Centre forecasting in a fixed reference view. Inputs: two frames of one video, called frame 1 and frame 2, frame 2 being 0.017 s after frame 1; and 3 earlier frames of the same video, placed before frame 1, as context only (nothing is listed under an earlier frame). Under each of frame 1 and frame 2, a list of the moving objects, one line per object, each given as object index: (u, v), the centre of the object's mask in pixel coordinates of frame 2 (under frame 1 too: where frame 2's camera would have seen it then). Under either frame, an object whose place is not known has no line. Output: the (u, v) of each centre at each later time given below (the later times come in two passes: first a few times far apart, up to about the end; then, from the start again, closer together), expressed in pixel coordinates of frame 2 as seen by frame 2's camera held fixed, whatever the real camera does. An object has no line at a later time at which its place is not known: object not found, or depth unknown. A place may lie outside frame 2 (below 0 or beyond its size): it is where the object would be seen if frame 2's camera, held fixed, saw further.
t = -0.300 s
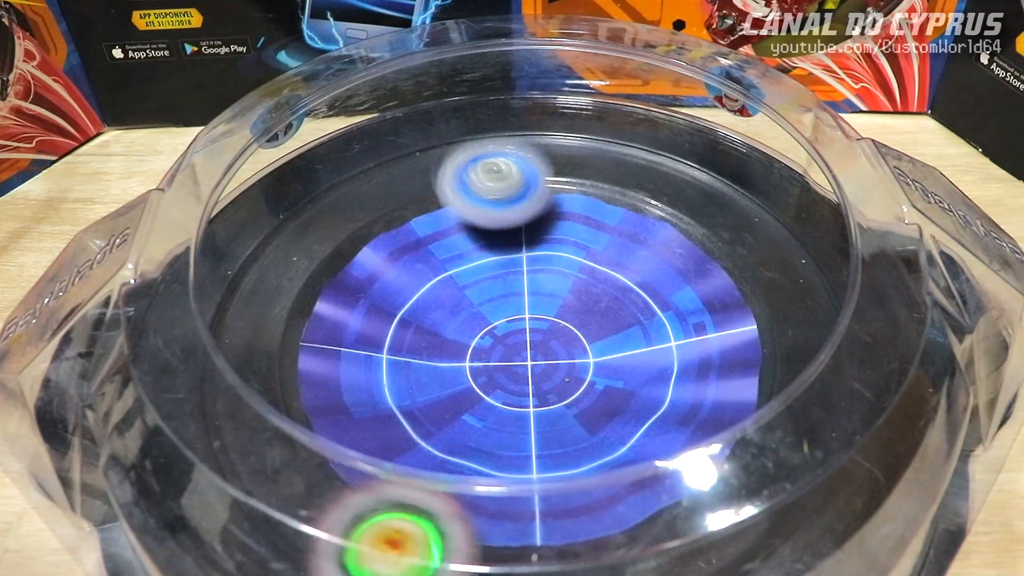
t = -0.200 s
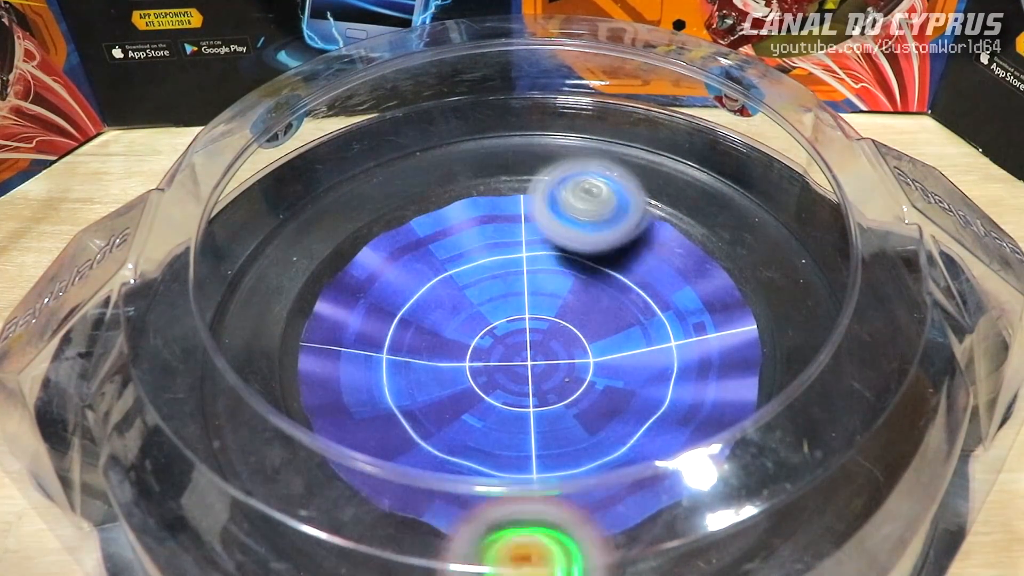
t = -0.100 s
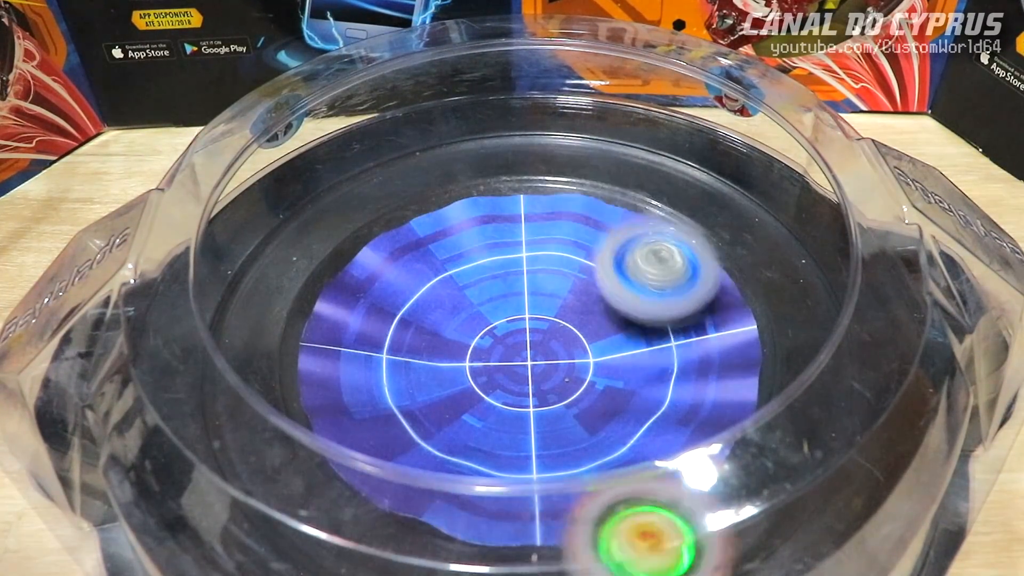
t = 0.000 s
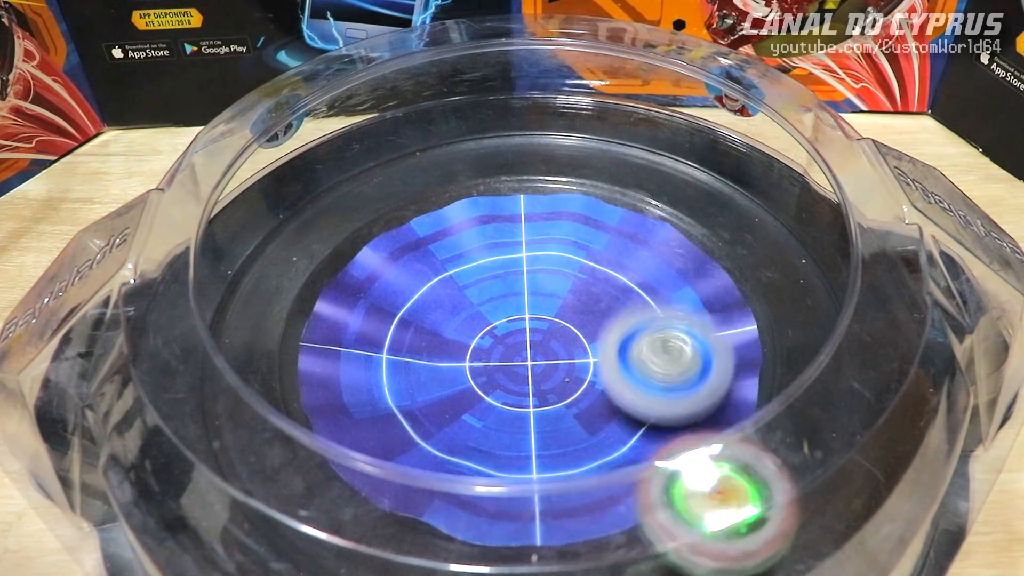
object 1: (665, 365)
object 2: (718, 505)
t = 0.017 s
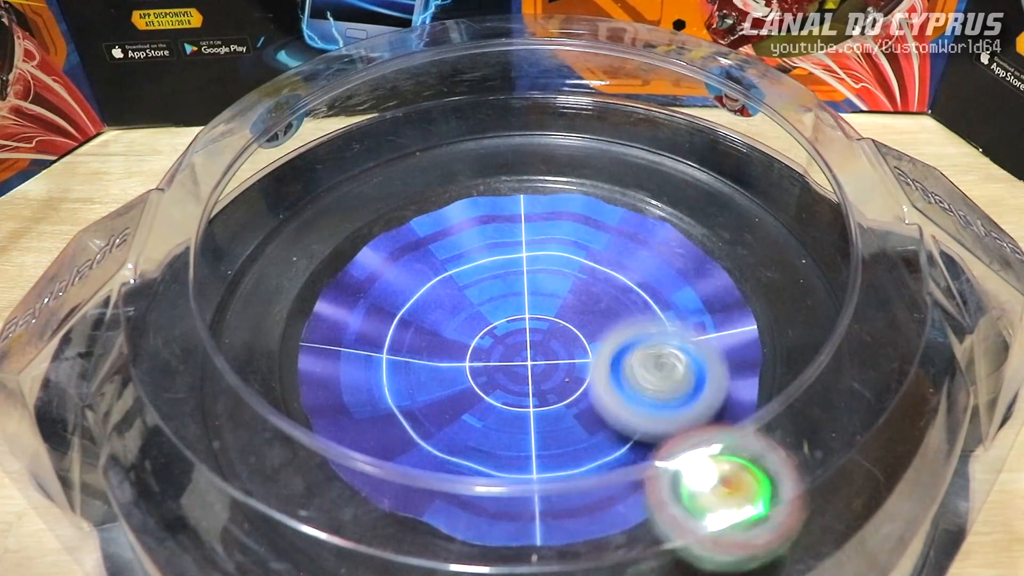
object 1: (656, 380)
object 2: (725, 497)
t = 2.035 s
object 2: (331, 208)
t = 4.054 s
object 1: (443, 335)
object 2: (515, 96)
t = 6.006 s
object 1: (460, 336)
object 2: (613, 105)
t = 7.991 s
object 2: (712, 139)
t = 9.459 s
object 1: (555, 378)
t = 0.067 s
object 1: (614, 419)
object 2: (744, 467)
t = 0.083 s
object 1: (604, 435)
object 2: (750, 454)
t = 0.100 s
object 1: (587, 445)
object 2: (759, 439)
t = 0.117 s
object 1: (567, 454)
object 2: (760, 431)
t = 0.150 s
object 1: (525, 467)
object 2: (762, 410)
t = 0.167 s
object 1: (503, 470)
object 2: (762, 397)
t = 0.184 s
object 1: (482, 471)
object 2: (762, 386)
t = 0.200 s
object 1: (459, 471)
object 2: (759, 375)
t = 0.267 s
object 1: (379, 454)
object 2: (738, 319)
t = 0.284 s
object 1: (360, 447)
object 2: (730, 304)
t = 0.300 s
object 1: (344, 437)
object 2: (720, 289)
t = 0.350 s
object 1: (306, 405)
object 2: (680, 244)
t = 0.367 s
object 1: (297, 392)
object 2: (665, 229)
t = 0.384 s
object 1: (290, 379)
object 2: (647, 216)
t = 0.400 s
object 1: (284, 367)
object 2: (629, 204)
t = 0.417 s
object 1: (282, 353)
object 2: (609, 192)
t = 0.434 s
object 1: (283, 337)
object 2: (587, 183)
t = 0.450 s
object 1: (284, 325)
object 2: (565, 173)
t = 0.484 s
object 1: (289, 300)
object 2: (518, 158)
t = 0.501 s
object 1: (297, 287)
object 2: (496, 153)
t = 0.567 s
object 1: (335, 244)
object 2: (407, 148)
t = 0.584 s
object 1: (349, 235)
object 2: (385, 149)
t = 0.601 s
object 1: (359, 242)
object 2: (367, 138)
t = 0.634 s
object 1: (382, 265)
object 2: (348, 122)
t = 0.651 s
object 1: (396, 279)
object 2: (347, 123)
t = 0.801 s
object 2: (336, 161)
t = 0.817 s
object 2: (335, 166)
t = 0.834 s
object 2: (335, 171)
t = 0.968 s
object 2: (340, 224)
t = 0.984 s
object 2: (343, 236)
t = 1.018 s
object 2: (348, 261)
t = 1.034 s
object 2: (352, 275)
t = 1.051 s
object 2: (357, 290)
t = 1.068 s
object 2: (362, 306)
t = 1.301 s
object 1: (635, 380)
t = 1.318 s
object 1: (634, 373)
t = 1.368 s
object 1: (632, 353)
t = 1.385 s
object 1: (629, 346)
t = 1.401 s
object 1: (623, 338)
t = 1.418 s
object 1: (614, 330)
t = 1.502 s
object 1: (584, 291)
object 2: (680, 382)
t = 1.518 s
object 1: (577, 283)
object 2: (688, 371)
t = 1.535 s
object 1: (568, 275)
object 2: (694, 359)
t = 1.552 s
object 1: (561, 266)
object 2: (700, 347)
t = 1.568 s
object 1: (554, 260)
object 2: (703, 333)
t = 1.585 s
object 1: (546, 255)
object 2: (703, 319)
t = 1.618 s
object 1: (531, 248)
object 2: (697, 291)
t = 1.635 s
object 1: (525, 246)
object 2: (690, 276)
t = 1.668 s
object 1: (512, 245)
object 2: (671, 250)
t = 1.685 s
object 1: (507, 246)
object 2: (659, 238)
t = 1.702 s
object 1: (501, 248)
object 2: (644, 226)
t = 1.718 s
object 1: (498, 250)
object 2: (627, 217)
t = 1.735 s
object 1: (493, 254)
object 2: (611, 207)
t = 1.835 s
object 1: (476, 308)
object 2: (507, 164)
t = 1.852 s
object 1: (472, 319)
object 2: (492, 159)
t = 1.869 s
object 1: (473, 330)
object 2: (476, 157)
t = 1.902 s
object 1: (475, 351)
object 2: (446, 155)
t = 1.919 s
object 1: (478, 361)
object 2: (429, 156)
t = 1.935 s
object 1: (485, 369)
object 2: (413, 159)
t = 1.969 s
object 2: (383, 168)
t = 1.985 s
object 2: (368, 176)
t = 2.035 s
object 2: (331, 208)
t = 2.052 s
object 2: (320, 220)
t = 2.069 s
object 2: (308, 234)
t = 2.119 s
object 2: (280, 282)
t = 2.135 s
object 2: (275, 299)
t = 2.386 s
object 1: (558, 392)
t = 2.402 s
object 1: (555, 392)
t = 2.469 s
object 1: (552, 380)
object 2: (748, 393)
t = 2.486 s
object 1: (552, 376)
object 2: (764, 375)
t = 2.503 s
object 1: (550, 371)
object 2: (774, 347)
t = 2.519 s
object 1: (551, 366)
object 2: (778, 325)
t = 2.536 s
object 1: (552, 362)
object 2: (779, 302)
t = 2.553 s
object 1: (554, 357)
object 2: (778, 282)
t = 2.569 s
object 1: (555, 352)
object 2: (772, 260)
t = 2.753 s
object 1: (586, 307)
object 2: (646, 111)
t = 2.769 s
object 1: (590, 305)
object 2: (632, 105)
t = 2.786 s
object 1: (593, 302)
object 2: (615, 104)
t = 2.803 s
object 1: (596, 300)
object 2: (596, 103)
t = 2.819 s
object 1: (599, 299)
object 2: (577, 102)
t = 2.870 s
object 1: (607, 298)
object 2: (520, 99)
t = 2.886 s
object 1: (610, 298)
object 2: (503, 98)
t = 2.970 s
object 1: (614, 306)
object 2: (407, 115)
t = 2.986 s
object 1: (614, 309)
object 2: (389, 121)
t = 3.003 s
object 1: (613, 311)
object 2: (369, 128)
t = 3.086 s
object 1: (605, 324)
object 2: (280, 182)
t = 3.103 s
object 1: (604, 326)
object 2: (267, 197)
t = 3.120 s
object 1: (601, 327)
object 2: (254, 212)
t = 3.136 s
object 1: (598, 329)
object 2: (239, 227)
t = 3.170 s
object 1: (590, 331)
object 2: (214, 263)
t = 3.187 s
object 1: (586, 331)
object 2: (206, 283)
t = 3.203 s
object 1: (580, 331)
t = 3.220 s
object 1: (575, 330)
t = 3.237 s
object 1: (568, 327)
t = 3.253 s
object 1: (563, 327)
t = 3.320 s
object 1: (543, 313)
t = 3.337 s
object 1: (540, 310)
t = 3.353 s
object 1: (537, 306)
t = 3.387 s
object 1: (533, 298)
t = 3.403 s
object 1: (531, 295)
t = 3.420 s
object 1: (531, 289)
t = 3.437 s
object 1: (530, 286)
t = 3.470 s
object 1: (532, 280)
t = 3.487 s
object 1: (533, 277)
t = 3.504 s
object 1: (536, 274)
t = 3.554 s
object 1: (545, 265)
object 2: (692, 527)
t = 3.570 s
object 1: (548, 263)
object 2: (724, 517)
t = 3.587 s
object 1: (553, 262)
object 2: (752, 507)
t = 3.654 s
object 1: (572, 260)
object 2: (834, 433)
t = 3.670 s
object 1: (578, 262)
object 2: (846, 410)
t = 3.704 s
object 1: (587, 268)
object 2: (857, 363)
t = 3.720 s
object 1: (592, 273)
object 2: (859, 340)
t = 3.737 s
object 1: (593, 279)
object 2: (860, 316)
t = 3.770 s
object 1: (595, 292)
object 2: (850, 273)
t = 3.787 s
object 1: (592, 302)
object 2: (841, 253)
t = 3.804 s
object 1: (589, 311)
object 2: (830, 235)
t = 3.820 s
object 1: (582, 318)
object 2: (817, 218)
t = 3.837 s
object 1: (577, 326)
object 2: (794, 205)
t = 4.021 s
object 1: (459, 344)
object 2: (565, 99)
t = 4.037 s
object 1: (451, 339)
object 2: (540, 98)
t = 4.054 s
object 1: (443, 335)
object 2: (515, 96)
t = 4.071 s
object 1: (436, 328)
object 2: (490, 99)
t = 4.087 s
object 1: (430, 321)
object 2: (466, 102)
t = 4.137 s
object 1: (418, 302)
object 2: (392, 119)
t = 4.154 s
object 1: (417, 295)
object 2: (369, 129)
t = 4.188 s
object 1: (414, 282)
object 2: (322, 152)
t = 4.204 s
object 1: (414, 274)
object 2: (301, 167)
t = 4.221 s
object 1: (415, 267)
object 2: (279, 184)
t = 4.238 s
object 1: (416, 260)
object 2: (262, 202)
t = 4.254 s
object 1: (420, 254)
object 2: (251, 220)
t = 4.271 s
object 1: (424, 248)
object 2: (229, 239)
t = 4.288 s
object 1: (429, 242)
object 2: (214, 258)
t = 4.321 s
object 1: (443, 234)
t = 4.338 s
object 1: (451, 230)
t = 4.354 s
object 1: (461, 229)
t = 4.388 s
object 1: (480, 229)
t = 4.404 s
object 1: (492, 230)
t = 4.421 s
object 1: (501, 233)
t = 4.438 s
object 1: (514, 241)
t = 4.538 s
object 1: (565, 286)
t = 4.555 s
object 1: (570, 295)
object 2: (566, 540)
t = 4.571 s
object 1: (574, 307)
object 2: (611, 537)
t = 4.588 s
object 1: (576, 316)
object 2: (653, 532)
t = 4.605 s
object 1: (578, 327)
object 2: (694, 525)
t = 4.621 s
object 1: (577, 337)
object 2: (732, 514)
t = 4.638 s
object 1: (574, 346)
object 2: (762, 498)
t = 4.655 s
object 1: (570, 355)
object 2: (791, 479)
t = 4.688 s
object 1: (558, 373)
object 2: (829, 427)
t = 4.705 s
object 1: (550, 380)
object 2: (844, 401)
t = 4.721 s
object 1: (541, 387)
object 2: (852, 376)
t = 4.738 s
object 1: (533, 392)
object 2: (855, 350)
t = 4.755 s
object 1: (522, 396)
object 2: (856, 325)
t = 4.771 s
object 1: (512, 402)
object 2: (855, 301)
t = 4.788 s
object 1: (501, 405)
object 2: (848, 279)
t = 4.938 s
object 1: (406, 396)
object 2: (703, 135)
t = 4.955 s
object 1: (398, 388)
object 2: (681, 124)
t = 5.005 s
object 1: (379, 371)
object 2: (609, 106)
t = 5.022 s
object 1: (372, 363)
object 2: (581, 101)
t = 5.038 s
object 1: (370, 355)
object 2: (556, 98)
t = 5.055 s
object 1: (370, 346)
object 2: (529, 97)
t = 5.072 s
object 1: (370, 338)
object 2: (504, 97)
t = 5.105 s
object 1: (380, 323)
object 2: (452, 103)
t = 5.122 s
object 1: (387, 315)
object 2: (426, 108)
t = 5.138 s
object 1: (395, 309)
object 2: (400, 116)
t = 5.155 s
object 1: (405, 304)
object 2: (376, 124)
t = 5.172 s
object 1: (415, 299)
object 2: (351, 135)
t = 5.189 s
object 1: (426, 297)
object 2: (327, 148)
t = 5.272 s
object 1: (489, 289)
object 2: (229, 237)
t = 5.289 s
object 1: (503, 288)
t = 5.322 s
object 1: (530, 291)
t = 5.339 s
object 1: (542, 293)
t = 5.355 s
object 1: (552, 296)
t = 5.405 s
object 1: (583, 309)
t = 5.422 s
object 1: (591, 313)
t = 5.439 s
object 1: (600, 319)
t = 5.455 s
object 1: (605, 324)
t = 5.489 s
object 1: (617, 337)
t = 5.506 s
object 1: (620, 343)
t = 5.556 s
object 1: (625, 365)
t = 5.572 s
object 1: (625, 372)
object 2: (626, 533)
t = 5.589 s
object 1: (622, 380)
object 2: (665, 530)
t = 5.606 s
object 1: (619, 389)
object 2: (705, 521)
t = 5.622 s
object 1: (618, 395)
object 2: (740, 509)
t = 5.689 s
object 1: (594, 416)
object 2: (829, 426)
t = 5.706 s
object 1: (585, 420)
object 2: (841, 403)
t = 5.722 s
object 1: (578, 425)
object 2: (850, 378)
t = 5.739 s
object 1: (567, 426)
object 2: (855, 354)
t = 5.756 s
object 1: (555, 427)
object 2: (855, 331)
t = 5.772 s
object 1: (544, 428)
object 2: (855, 306)
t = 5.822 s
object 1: (509, 423)
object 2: (831, 245)
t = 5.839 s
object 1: (499, 421)
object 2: (819, 227)
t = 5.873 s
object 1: (482, 408)
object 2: (786, 196)
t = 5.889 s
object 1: (475, 400)
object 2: (770, 179)
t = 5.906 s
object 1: (470, 393)
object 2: (752, 166)
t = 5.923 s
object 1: (465, 383)
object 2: (731, 151)
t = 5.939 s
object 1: (461, 374)
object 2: (711, 137)
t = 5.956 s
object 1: (459, 364)
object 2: (688, 127)
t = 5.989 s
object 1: (459, 346)
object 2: (639, 109)
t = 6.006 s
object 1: (460, 336)
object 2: (613, 105)
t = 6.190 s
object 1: (538, 268)
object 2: (326, 149)
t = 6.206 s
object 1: (548, 265)
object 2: (303, 164)
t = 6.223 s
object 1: (559, 263)
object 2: (282, 181)
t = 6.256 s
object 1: (577, 260)
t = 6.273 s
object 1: (586, 260)
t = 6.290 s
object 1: (596, 260)
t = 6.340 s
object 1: (622, 263)
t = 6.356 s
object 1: (629, 266)
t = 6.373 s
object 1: (635, 269)
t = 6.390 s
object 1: (642, 272)
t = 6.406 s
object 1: (646, 277)
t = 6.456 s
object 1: (659, 294)
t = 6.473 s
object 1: (662, 301)
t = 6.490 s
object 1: (661, 309)
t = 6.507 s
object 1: (660, 318)
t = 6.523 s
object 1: (657, 325)
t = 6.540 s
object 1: (652, 332)
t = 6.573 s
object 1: (636, 347)
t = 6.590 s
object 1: (627, 353)
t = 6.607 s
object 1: (615, 357)
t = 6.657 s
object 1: (579, 372)
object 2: (733, 510)
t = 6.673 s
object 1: (563, 373)
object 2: (759, 498)
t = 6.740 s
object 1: (512, 369)
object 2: (839, 408)
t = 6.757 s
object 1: (500, 366)
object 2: (849, 382)
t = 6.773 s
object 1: (489, 362)
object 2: (853, 361)
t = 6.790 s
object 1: (481, 356)
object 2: (856, 337)
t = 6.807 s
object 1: (471, 350)
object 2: (859, 313)
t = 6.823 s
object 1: (464, 342)
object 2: (855, 290)
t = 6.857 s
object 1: (454, 330)
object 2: (838, 250)
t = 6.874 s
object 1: (451, 322)
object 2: (825, 230)
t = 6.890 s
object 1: (447, 313)
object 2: (804, 215)
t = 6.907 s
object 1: (445, 306)
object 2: (790, 198)
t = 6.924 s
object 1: (444, 299)
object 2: (773, 181)
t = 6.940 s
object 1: (445, 291)
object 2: (754, 167)
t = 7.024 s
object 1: (458, 257)
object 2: (642, 110)
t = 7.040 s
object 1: (463, 251)
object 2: (618, 104)
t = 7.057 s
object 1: (466, 245)
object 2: (590, 100)
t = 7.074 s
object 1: (472, 240)
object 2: (563, 96)
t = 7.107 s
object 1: (484, 231)
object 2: (511, 95)
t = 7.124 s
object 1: (492, 228)
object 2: (485, 99)
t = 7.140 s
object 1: (498, 226)
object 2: (460, 102)
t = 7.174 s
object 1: (514, 223)
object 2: (409, 113)
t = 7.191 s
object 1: (523, 224)
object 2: (384, 121)
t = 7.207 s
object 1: (532, 225)
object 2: (361, 132)
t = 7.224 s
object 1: (539, 227)
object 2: (338, 143)
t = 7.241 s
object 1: (547, 231)
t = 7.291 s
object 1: (568, 251)
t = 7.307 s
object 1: (573, 259)
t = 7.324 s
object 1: (579, 267)
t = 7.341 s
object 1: (583, 276)
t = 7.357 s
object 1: (586, 286)
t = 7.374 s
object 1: (588, 296)
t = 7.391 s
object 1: (588, 306)
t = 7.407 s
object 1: (587, 315)
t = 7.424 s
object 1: (586, 324)
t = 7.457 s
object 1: (577, 342)
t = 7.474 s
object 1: (571, 350)
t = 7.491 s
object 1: (562, 358)
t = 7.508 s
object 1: (555, 364)
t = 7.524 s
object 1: (546, 369)
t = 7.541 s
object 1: (536, 372)
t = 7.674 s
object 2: (713, 518)
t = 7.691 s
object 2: (750, 505)
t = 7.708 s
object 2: (788, 487)
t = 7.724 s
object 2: (801, 465)
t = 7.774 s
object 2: (850, 387)
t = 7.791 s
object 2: (854, 363)
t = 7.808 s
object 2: (856, 340)
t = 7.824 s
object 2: (858, 315)
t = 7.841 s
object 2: (853, 291)
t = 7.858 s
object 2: (847, 270)
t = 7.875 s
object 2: (835, 248)
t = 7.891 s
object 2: (822, 229)
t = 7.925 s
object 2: (789, 197)
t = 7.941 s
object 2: (775, 181)
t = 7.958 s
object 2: (753, 167)
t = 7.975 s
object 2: (736, 152)
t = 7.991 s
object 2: (712, 139)
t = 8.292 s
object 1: (593, 337)
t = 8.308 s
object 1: (595, 344)
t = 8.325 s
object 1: (596, 351)
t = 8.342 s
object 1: (595, 358)
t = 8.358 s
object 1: (595, 365)
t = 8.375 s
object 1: (594, 371)
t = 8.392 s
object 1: (591, 376)
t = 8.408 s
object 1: (588, 385)
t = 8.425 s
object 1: (583, 392)
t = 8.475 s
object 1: (565, 409)
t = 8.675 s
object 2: (689, 524)
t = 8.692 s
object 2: (729, 513)
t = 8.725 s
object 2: (786, 479)
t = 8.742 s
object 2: (807, 456)
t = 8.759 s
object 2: (825, 430)
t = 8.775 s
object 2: (838, 406)
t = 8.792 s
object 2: (849, 383)
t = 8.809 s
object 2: (853, 360)
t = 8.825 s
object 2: (856, 336)
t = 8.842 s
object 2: (854, 311)
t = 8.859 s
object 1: (475, 314)
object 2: (851, 290)
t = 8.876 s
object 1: (480, 309)
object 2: (844, 269)
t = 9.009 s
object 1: (551, 280)
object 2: (721, 142)
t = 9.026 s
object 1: (560, 279)
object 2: (699, 132)
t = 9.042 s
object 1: (569, 277)
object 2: (677, 121)
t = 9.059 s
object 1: (579, 277)
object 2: (654, 115)
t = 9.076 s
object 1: (588, 279)
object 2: (631, 108)
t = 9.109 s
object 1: (603, 281)
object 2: (581, 99)
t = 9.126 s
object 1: (611, 283)
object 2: (556, 96)
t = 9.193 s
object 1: (634, 297)
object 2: (456, 102)
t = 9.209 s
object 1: (639, 302)
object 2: (430, 106)
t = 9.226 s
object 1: (642, 307)
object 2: (407, 113)
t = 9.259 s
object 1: (645, 320)
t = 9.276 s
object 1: (646, 327)
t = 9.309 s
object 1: (641, 339)
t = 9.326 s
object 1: (635, 346)
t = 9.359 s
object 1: (620, 358)
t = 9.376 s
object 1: (611, 364)
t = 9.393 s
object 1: (603, 368)
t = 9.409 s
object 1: (591, 372)
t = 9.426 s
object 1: (580, 375)
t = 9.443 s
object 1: (568, 377)
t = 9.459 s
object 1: (555, 378)
